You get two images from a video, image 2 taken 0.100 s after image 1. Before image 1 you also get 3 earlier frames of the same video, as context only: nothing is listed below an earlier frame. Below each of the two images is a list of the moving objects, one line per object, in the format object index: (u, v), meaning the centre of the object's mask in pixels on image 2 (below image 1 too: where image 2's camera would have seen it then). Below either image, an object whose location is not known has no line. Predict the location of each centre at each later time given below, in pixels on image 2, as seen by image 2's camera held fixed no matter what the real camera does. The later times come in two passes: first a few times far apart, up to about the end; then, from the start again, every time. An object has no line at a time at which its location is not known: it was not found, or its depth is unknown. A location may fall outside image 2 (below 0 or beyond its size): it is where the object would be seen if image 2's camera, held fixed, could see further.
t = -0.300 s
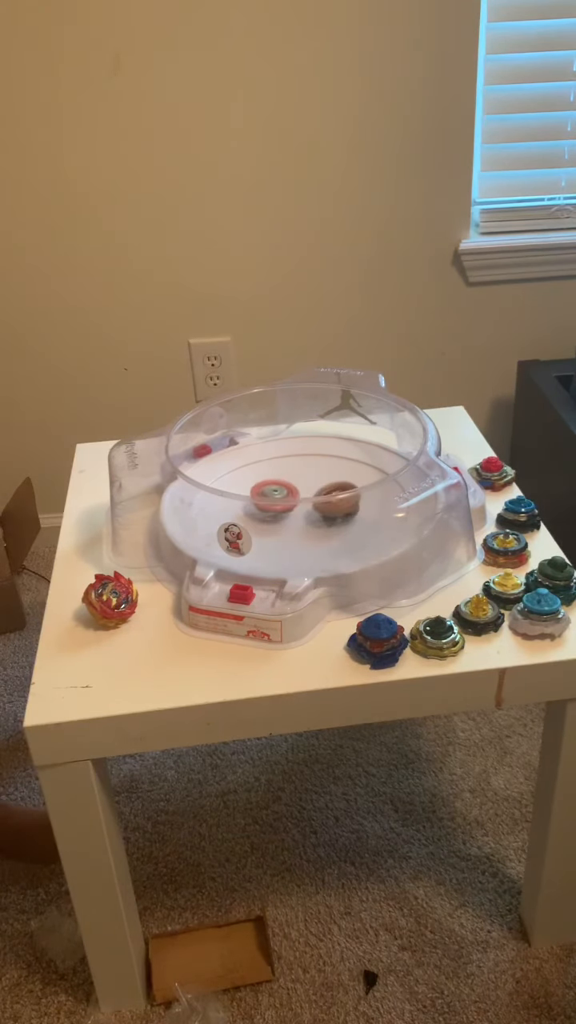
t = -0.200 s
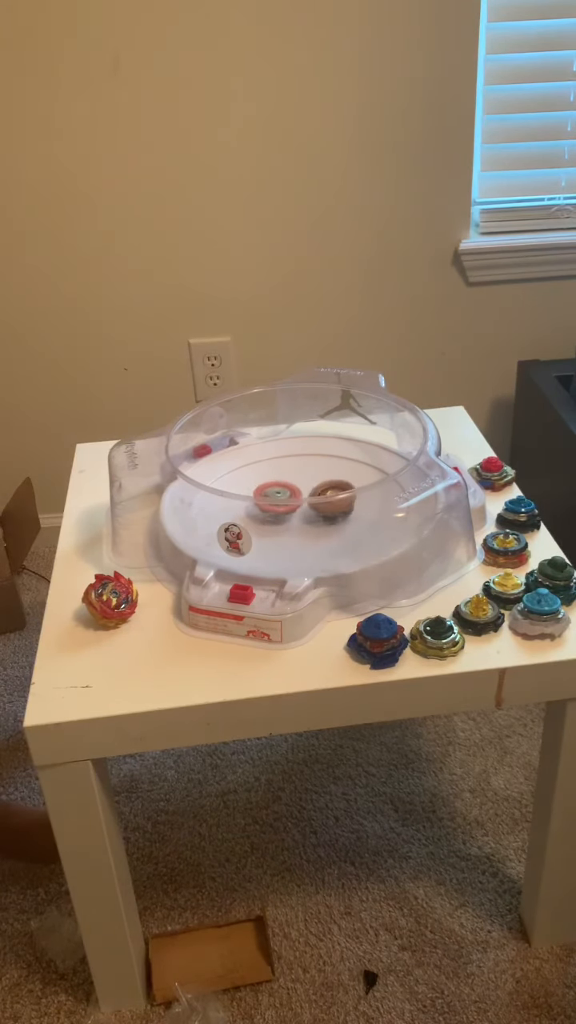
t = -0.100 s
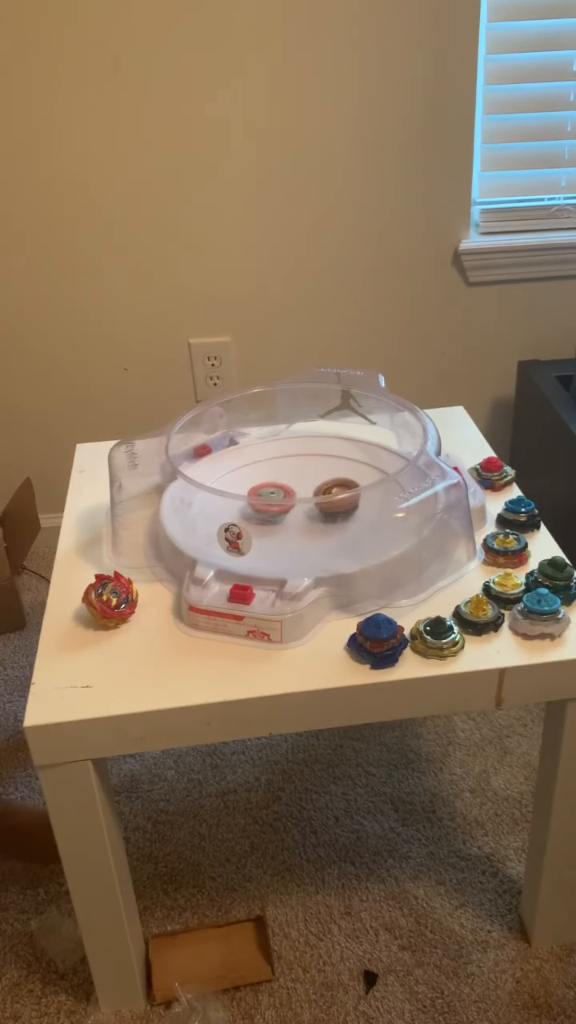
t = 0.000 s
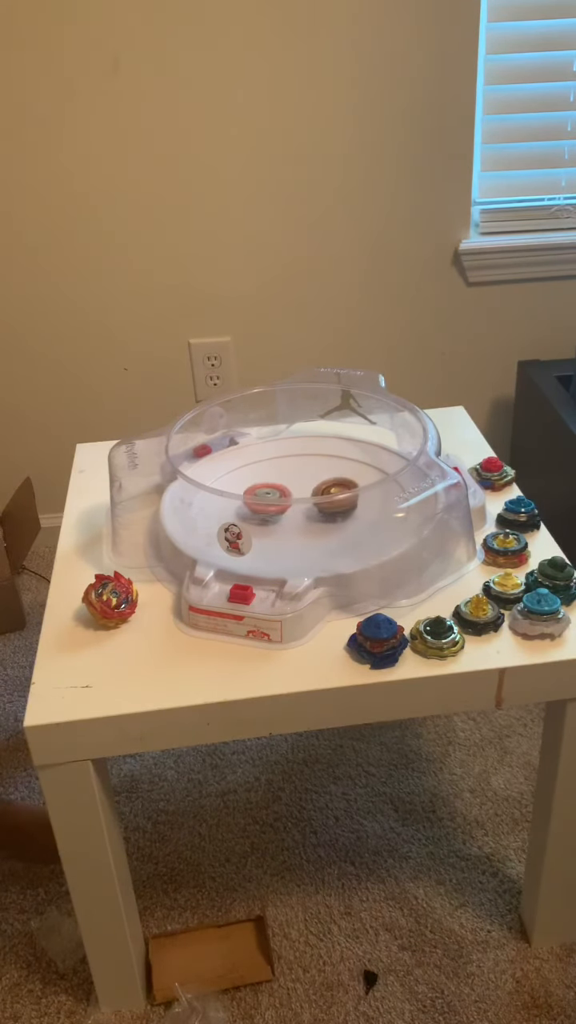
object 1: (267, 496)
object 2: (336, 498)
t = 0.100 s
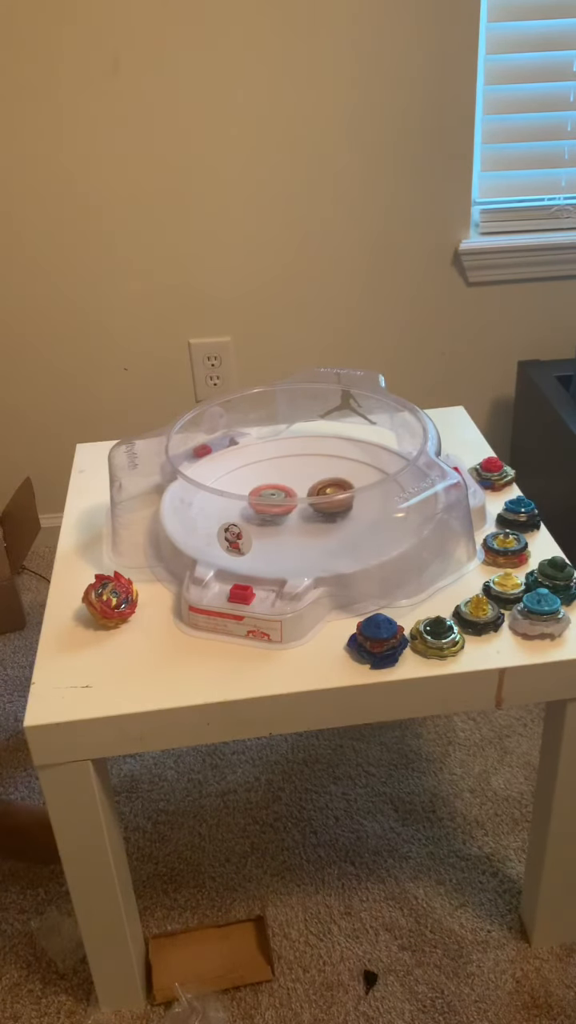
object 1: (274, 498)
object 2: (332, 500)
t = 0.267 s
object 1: (270, 503)
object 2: (335, 498)
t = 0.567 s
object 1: (278, 508)
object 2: (329, 501)
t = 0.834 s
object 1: (277, 507)
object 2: (338, 501)
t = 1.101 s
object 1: (277, 505)
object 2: (341, 501)
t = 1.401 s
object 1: (266, 496)
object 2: (348, 503)
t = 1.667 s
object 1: (283, 499)
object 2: (336, 511)
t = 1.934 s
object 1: (282, 496)
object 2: (334, 513)
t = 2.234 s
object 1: (285, 493)
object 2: (326, 516)
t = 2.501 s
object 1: (285, 494)
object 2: (323, 515)
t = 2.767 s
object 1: (270, 482)
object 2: (334, 522)
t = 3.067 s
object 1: (288, 500)
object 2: (325, 521)
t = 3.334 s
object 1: (274, 483)
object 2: (336, 525)
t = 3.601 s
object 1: (289, 497)
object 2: (323, 520)
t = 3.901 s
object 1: (288, 486)
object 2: (312, 517)
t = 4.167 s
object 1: (285, 479)
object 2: (304, 522)
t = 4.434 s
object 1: (294, 486)
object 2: (297, 520)
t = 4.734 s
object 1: (315, 495)
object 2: (287, 526)
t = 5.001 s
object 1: (325, 484)
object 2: (269, 531)
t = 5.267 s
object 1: (314, 487)
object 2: (265, 528)
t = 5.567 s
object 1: (318, 494)
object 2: (252, 518)
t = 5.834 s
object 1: (315, 496)
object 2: (240, 511)
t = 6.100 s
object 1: (300, 509)
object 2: (257, 496)
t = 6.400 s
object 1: (295, 516)
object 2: (281, 481)
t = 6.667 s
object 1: (294, 506)
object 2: (304, 474)
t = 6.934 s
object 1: (298, 502)
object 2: (322, 477)
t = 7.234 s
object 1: (293, 511)
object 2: (338, 487)
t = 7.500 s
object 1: (288, 512)
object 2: (343, 494)
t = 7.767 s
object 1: (288, 505)
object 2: (340, 503)
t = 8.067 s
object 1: (290, 498)
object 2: (337, 512)
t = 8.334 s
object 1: (293, 496)
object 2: (330, 516)
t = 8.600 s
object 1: (288, 497)
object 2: (328, 522)
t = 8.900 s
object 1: (283, 497)
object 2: (321, 521)
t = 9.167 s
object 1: (288, 487)
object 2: (315, 519)
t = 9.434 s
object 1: (295, 485)
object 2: (305, 519)
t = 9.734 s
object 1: (310, 486)
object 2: (286, 524)
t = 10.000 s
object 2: (281, 526)
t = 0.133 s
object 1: (275, 498)
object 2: (330, 498)
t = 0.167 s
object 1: (277, 505)
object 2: (329, 494)
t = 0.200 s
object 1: (274, 499)
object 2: (334, 500)
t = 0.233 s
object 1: (271, 503)
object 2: (335, 497)
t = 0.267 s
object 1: (270, 503)
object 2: (335, 498)
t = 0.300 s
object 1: (270, 504)
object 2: (334, 498)
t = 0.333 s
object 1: (272, 507)
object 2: (332, 500)
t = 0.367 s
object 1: (274, 507)
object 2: (331, 499)
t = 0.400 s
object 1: (276, 507)
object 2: (330, 501)
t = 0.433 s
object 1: (275, 507)
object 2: (330, 501)
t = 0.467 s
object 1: (276, 508)
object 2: (330, 501)
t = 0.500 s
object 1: (277, 507)
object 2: (330, 501)
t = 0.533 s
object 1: (277, 508)
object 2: (330, 501)
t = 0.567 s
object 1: (278, 508)
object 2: (329, 501)
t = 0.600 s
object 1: (274, 509)
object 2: (332, 500)
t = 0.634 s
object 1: (272, 509)
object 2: (335, 500)
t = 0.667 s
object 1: (270, 509)
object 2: (337, 500)
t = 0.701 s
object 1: (270, 509)
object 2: (337, 500)
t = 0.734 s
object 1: (270, 509)
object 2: (338, 501)
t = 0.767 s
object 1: (272, 509)
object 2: (338, 501)
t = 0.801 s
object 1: (274, 507)
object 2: (338, 501)
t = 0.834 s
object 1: (277, 507)
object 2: (338, 501)
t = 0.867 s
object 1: (280, 506)
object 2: (336, 501)
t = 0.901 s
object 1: (283, 507)
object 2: (335, 502)
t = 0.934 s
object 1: (281, 507)
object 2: (339, 502)
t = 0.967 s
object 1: (278, 505)
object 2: (341, 502)
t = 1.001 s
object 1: (277, 505)
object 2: (341, 502)
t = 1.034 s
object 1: (277, 505)
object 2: (342, 502)
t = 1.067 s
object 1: (276, 505)
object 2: (342, 502)
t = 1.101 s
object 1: (277, 505)
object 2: (341, 501)
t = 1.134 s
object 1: (278, 505)
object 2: (340, 501)
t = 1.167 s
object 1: (280, 505)
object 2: (339, 501)
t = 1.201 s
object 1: (282, 506)
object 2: (338, 501)
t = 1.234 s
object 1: (283, 505)
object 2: (336, 501)
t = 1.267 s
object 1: (281, 498)
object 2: (339, 502)
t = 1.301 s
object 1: (276, 498)
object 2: (345, 502)
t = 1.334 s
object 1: (270, 498)
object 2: (347, 502)
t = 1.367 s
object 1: (269, 497)
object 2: (348, 503)
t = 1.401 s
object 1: (266, 496)
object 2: (348, 503)
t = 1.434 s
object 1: (266, 496)
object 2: (349, 506)
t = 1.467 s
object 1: (267, 495)
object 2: (348, 507)
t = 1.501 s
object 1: (268, 496)
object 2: (347, 509)
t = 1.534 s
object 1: (270, 495)
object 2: (345, 509)
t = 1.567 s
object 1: (273, 497)
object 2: (343, 509)
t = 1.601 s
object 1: (276, 497)
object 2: (341, 510)
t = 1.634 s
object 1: (280, 498)
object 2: (338, 510)
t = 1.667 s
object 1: (283, 499)
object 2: (336, 511)
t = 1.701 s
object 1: (285, 498)
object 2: (336, 511)
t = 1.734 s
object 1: (282, 498)
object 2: (340, 510)
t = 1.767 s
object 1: (280, 497)
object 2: (340, 510)
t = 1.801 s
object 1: (279, 496)
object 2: (339, 511)
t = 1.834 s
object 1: (279, 496)
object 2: (339, 511)
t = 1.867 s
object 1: (279, 496)
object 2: (337, 511)
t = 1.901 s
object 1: (280, 496)
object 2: (336, 512)
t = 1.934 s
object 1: (282, 496)
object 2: (334, 513)
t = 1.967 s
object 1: (284, 496)
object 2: (332, 514)
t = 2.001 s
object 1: (286, 495)
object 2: (330, 514)
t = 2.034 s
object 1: (286, 495)
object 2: (330, 514)
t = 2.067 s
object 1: (285, 494)
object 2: (330, 514)
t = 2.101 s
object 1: (285, 494)
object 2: (329, 516)
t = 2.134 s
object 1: (286, 494)
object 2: (328, 515)
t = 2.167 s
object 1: (286, 494)
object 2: (326, 516)
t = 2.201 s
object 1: (286, 494)
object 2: (327, 516)
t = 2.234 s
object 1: (285, 493)
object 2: (326, 516)
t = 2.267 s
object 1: (286, 493)
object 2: (325, 516)
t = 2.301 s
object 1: (286, 493)
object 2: (324, 515)
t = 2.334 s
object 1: (285, 493)
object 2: (325, 516)
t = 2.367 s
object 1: (285, 493)
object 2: (324, 516)
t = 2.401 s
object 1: (285, 493)
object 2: (323, 515)
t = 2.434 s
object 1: (285, 494)
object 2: (322, 515)
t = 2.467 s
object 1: (285, 494)
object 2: (323, 515)
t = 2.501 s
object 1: (285, 494)
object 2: (323, 515)
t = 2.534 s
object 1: (285, 494)
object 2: (322, 515)
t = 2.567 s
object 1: (285, 494)
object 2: (321, 516)
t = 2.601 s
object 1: (281, 493)
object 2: (328, 519)
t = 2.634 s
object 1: (276, 486)
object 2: (332, 521)
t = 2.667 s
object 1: (273, 484)
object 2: (334, 521)
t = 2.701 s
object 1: (271, 483)
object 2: (334, 521)
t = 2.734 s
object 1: (270, 482)
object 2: (334, 522)
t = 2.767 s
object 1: (270, 482)
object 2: (334, 522)
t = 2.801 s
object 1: (271, 482)
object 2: (334, 522)
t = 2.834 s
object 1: (272, 483)
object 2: (333, 524)
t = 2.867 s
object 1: (275, 484)
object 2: (332, 524)
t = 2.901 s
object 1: (278, 486)
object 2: (331, 523)
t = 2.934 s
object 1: (280, 487)
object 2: (330, 523)
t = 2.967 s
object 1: (283, 492)
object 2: (329, 523)
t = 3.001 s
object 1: (286, 494)
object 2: (327, 522)
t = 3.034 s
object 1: (287, 499)
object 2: (326, 522)
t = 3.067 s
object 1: (288, 500)
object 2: (325, 521)
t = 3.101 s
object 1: (291, 497)
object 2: (325, 521)
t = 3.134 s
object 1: (287, 495)
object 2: (331, 522)
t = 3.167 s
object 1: (283, 491)
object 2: (335, 523)
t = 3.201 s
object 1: (279, 485)
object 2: (336, 523)
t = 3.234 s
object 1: (276, 484)
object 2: (337, 524)
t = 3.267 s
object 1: (274, 483)
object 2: (337, 524)
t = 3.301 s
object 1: (274, 482)
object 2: (337, 524)
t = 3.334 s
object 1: (274, 483)
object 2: (336, 525)
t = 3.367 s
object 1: (275, 483)
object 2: (335, 525)
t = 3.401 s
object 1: (276, 484)
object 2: (334, 524)
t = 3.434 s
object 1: (278, 485)
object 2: (333, 524)
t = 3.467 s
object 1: (281, 486)
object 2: (332, 524)
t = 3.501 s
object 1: (282, 492)
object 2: (330, 523)
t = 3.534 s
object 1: (286, 488)
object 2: (328, 523)
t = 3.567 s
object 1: (287, 495)
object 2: (326, 522)
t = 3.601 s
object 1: (289, 497)
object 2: (323, 520)
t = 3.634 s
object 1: (290, 498)
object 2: (321, 519)
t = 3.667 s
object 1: (292, 493)
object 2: (322, 519)
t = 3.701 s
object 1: (292, 489)
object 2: (321, 519)
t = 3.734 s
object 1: (292, 489)
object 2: (319, 517)
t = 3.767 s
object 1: (292, 489)
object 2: (318, 517)
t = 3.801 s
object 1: (291, 488)
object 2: (316, 518)
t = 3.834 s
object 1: (289, 487)
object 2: (316, 517)
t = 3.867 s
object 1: (288, 486)
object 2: (314, 517)
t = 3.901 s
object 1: (288, 486)
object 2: (312, 517)
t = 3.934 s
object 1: (288, 486)
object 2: (310, 517)
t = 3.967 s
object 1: (289, 486)
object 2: (308, 517)
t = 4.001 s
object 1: (288, 486)
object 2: (307, 517)
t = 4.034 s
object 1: (287, 483)
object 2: (308, 520)
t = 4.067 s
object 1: (286, 481)
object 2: (308, 521)
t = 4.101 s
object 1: (285, 480)
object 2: (307, 521)
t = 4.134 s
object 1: (285, 479)
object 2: (305, 521)
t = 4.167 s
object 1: (285, 479)
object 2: (304, 522)
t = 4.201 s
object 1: (285, 479)
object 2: (303, 522)
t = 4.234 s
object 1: (286, 480)
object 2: (302, 522)
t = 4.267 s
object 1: (287, 481)
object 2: (302, 522)
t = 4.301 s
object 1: (288, 481)
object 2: (300, 521)
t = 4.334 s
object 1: (289, 482)
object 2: (299, 521)
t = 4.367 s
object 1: (290, 484)
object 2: (298, 521)
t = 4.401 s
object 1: (292, 485)
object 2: (298, 520)
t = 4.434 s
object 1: (294, 486)
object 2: (297, 520)
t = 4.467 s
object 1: (296, 487)
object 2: (296, 521)
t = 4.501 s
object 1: (299, 487)
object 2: (295, 522)
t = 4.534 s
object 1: (302, 486)
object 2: (293, 525)
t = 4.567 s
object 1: (305, 486)
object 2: (292, 525)
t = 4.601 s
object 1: (308, 489)
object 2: (291, 525)
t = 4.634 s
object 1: (310, 490)
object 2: (289, 525)
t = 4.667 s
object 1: (312, 492)
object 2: (288, 526)
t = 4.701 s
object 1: (313, 493)
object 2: (287, 526)
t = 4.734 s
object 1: (315, 495)
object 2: (287, 526)
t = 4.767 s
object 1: (315, 496)
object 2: (287, 526)
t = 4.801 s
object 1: (315, 496)
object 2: (287, 526)
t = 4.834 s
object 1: (315, 499)
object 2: (286, 526)
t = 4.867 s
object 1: (316, 496)
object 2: (284, 526)
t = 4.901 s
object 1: (319, 493)
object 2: (276, 530)
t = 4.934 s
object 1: (322, 487)
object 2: (273, 532)
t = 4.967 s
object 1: (323, 485)
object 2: (271, 532)
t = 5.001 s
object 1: (325, 484)
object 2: (269, 531)
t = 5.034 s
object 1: (325, 483)
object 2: (267, 531)
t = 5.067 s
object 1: (325, 483)
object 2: (267, 531)
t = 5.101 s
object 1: (324, 483)
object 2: (266, 530)
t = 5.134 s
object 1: (322, 483)
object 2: (266, 530)
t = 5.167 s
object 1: (321, 484)
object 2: (266, 530)
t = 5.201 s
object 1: (318, 485)
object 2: (265, 529)
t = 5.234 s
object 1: (318, 490)
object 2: (265, 529)
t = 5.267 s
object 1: (314, 487)
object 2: (265, 528)
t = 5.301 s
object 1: (311, 492)
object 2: (266, 526)
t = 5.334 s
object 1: (309, 494)
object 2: (265, 525)
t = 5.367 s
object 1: (306, 497)
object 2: (266, 524)
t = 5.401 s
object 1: (306, 497)
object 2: (268, 522)
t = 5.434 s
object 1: (305, 499)
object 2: (268, 521)
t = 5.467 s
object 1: (306, 495)
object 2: (261, 521)
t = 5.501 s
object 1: (311, 497)
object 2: (257, 521)
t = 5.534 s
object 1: (315, 495)
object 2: (254, 520)
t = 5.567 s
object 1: (318, 494)
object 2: (252, 518)
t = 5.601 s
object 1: (319, 493)
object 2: (250, 517)
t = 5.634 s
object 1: (320, 493)
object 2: (247, 516)
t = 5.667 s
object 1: (320, 493)
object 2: (244, 514)
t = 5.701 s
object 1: (319, 493)
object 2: (243, 513)
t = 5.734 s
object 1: (319, 494)
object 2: (242, 512)
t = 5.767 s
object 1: (317, 495)
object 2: (240, 512)
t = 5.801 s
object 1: (316, 495)
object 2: (240, 511)
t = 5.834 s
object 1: (315, 496)
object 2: (240, 511)
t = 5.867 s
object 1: (314, 496)
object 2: (241, 511)
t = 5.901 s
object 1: (312, 496)
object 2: (243, 506)
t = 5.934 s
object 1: (308, 497)
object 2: (245, 504)
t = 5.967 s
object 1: (308, 504)
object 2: (246, 503)
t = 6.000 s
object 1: (305, 505)
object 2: (249, 502)
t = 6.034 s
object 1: (304, 506)
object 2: (252, 496)
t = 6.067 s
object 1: (302, 507)
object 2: (255, 497)
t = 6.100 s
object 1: (300, 509)
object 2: (257, 496)
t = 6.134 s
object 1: (299, 509)
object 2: (259, 494)
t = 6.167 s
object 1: (298, 512)
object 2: (261, 492)
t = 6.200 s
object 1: (297, 513)
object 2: (263, 491)
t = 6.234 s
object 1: (295, 516)
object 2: (268, 486)
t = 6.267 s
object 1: (295, 516)
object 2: (270, 485)
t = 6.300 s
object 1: (294, 516)
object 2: (273, 484)
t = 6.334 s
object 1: (295, 516)
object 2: (276, 483)
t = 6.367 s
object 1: (295, 516)
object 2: (278, 482)
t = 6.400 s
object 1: (295, 516)
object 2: (281, 481)
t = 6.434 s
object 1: (295, 516)
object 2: (284, 480)
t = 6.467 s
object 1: (294, 517)
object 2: (287, 479)
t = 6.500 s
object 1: (293, 511)
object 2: (290, 477)
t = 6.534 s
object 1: (293, 511)
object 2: (293, 476)
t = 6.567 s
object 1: (293, 510)
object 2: (296, 475)
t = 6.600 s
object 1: (293, 510)
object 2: (299, 475)
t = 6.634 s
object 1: (293, 509)
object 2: (301, 474)
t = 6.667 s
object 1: (294, 506)
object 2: (304, 474)
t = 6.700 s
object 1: (295, 506)
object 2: (306, 474)
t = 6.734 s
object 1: (295, 505)
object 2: (309, 474)
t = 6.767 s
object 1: (296, 504)
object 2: (311, 474)
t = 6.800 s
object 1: (296, 504)
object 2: (314, 474)
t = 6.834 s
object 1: (296, 503)
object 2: (316, 475)
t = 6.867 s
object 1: (296, 503)
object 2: (319, 475)
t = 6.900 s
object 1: (296, 502)
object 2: (320, 476)
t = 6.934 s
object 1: (298, 502)
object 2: (322, 477)
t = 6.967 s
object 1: (294, 506)
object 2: (324, 477)
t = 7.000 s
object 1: (294, 507)
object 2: (325, 478)
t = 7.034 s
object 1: (295, 508)
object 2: (327, 479)
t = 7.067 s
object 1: (295, 508)
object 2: (329, 479)
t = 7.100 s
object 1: (295, 508)
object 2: (330, 480)
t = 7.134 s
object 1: (295, 511)
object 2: (331, 481)
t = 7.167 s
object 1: (293, 513)
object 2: (334, 486)
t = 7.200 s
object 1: (294, 510)
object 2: (335, 486)
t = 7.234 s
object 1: (293, 511)
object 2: (338, 487)
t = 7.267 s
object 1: (291, 515)
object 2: (339, 488)
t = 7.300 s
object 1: (290, 515)
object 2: (340, 489)
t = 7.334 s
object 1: (290, 516)
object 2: (341, 490)
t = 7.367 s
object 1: (290, 516)
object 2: (342, 490)
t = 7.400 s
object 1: (289, 516)
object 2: (343, 491)
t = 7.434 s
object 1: (289, 516)
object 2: (343, 490)
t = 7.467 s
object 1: (288, 513)
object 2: (343, 494)
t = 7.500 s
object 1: (288, 512)
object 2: (343, 494)
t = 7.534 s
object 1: (288, 512)
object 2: (342, 497)
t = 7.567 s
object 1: (290, 515)
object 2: (341, 498)
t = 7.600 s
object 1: (291, 509)
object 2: (340, 500)
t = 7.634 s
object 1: (291, 512)
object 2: (339, 500)
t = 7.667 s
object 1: (291, 507)
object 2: (339, 501)
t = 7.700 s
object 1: (289, 508)
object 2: (339, 502)
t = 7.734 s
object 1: (289, 505)
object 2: (340, 503)
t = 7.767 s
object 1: (288, 505)
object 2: (340, 503)
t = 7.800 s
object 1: (288, 504)
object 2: (340, 504)
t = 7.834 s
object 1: (288, 503)
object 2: (340, 505)
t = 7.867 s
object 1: (288, 503)
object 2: (340, 510)
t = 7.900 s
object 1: (288, 503)
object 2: (338, 507)
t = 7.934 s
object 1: (287, 502)
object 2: (340, 511)
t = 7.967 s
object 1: (287, 498)
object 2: (339, 510)
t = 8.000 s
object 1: (287, 500)
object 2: (339, 511)
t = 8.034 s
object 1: (287, 498)
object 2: (338, 512)
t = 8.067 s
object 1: (290, 498)
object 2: (337, 512)
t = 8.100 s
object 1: (289, 498)
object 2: (336, 513)
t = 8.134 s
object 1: (290, 505)
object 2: (335, 513)
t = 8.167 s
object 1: (291, 506)
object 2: (334, 514)
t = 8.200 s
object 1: (293, 505)
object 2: (334, 514)
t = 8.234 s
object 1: (293, 496)
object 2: (333, 514)
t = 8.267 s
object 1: (293, 496)
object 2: (331, 514)
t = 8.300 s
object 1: (292, 496)
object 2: (331, 515)
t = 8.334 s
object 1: (293, 496)
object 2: (330, 516)
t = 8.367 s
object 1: (293, 497)
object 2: (330, 516)
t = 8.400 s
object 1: (293, 494)
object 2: (329, 516)
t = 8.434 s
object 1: (293, 490)
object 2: (326, 517)
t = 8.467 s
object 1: (292, 490)
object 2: (327, 519)
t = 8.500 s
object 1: (291, 490)
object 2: (329, 521)
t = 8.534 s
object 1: (288, 497)
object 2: (329, 521)
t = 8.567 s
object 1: (288, 497)
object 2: (328, 522)
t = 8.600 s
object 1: (288, 497)
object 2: (328, 522)
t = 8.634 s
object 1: (287, 498)
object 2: (328, 522)
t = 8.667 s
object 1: (287, 497)
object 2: (327, 522)
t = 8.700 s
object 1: (284, 498)
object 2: (326, 522)
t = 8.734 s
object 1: (284, 498)
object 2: (326, 522)
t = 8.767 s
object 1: (283, 498)
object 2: (325, 521)
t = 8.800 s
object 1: (284, 498)
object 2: (323, 521)
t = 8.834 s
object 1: (284, 505)
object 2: (322, 521)
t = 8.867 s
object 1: (284, 505)
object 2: (321, 520)
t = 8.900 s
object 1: (283, 497)
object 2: (321, 521)
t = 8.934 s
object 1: (282, 497)
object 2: (320, 518)
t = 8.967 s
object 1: (283, 497)
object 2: (317, 518)
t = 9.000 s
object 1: (284, 496)
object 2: (317, 518)
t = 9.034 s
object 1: (285, 497)
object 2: (316, 518)
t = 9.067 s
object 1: (289, 496)
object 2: (314, 517)
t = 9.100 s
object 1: (288, 489)
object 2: (315, 519)
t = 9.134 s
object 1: (288, 488)
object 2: (316, 519)
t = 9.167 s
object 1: (288, 487)
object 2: (315, 519)
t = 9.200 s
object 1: (288, 486)
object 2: (313, 519)
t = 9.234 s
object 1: (288, 485)
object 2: (312, 520)
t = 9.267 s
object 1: (289, 485)
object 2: (311, 520)
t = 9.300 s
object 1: (290, 484)
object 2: (311, 520)
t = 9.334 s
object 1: (290, 483)
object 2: (309, 519)
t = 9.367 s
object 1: (292, 484)
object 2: (307, 519)
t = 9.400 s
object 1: (293, 485)
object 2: (306, 519)
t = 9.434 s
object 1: (295, 485)
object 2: (305, 519)
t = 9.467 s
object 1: (296, 485)
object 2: (303, 519)
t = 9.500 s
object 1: (298, 486)
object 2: (301, 519)
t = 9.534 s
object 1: (299, 486)
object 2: (300, 519)
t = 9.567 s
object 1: (301, 486)
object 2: (298, 520)
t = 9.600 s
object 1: (303, 486)
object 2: (296, 520)
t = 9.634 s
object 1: (305, 486)
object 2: (294, 520)
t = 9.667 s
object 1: (307, 486)
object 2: (291, 523)
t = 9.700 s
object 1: (309, 486)
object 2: (288, 523)
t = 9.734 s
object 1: (310, 486)
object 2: (286, 524)
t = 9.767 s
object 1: (310, 486)
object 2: (285, 524)
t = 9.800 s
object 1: (311, 492)
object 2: (283, 524)
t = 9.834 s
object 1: (310, 494)
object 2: (282, 525)
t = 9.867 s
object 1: (311, 495)
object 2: (282, 525)
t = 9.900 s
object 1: (309, 496)
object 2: (282, 525)
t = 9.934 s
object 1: (308, 496)
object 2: (281, 526)
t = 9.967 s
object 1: (306, 497)
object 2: (281, 527)
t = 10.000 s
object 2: (281, 526)
